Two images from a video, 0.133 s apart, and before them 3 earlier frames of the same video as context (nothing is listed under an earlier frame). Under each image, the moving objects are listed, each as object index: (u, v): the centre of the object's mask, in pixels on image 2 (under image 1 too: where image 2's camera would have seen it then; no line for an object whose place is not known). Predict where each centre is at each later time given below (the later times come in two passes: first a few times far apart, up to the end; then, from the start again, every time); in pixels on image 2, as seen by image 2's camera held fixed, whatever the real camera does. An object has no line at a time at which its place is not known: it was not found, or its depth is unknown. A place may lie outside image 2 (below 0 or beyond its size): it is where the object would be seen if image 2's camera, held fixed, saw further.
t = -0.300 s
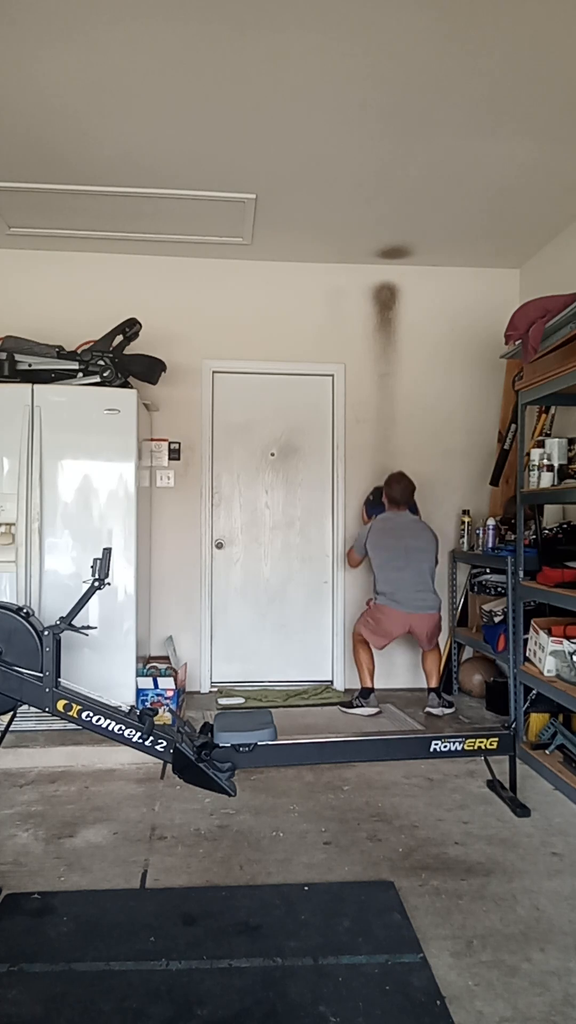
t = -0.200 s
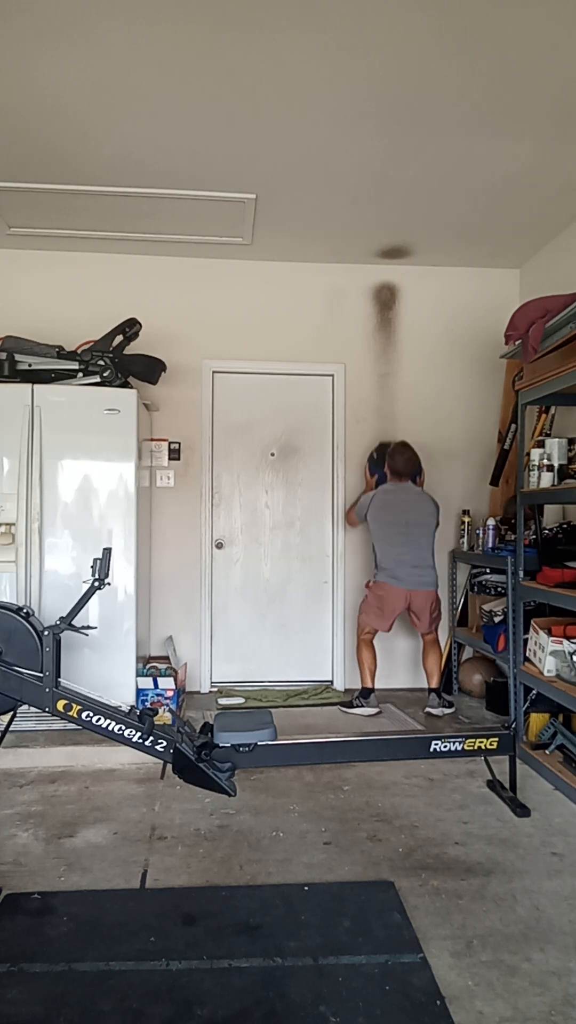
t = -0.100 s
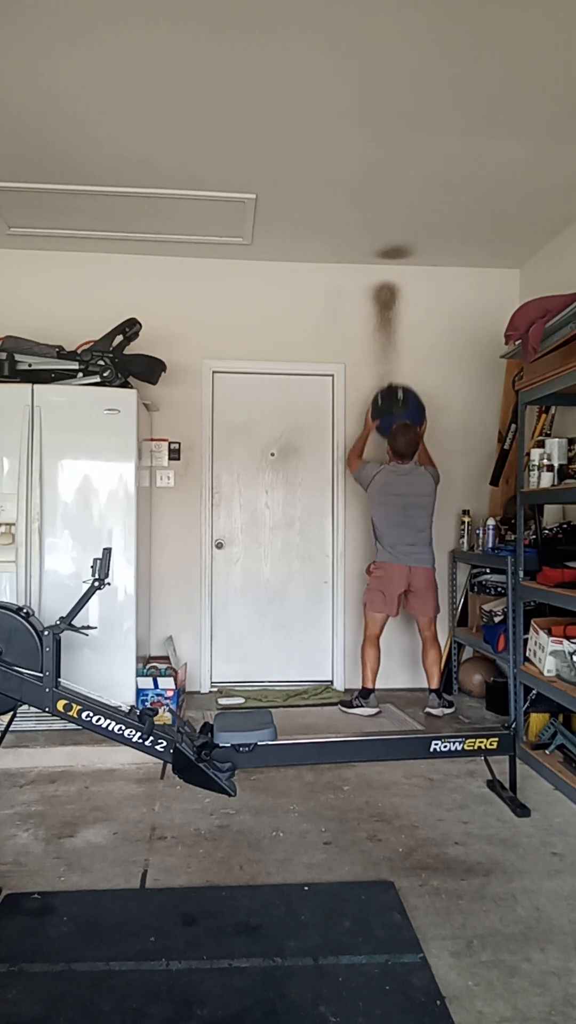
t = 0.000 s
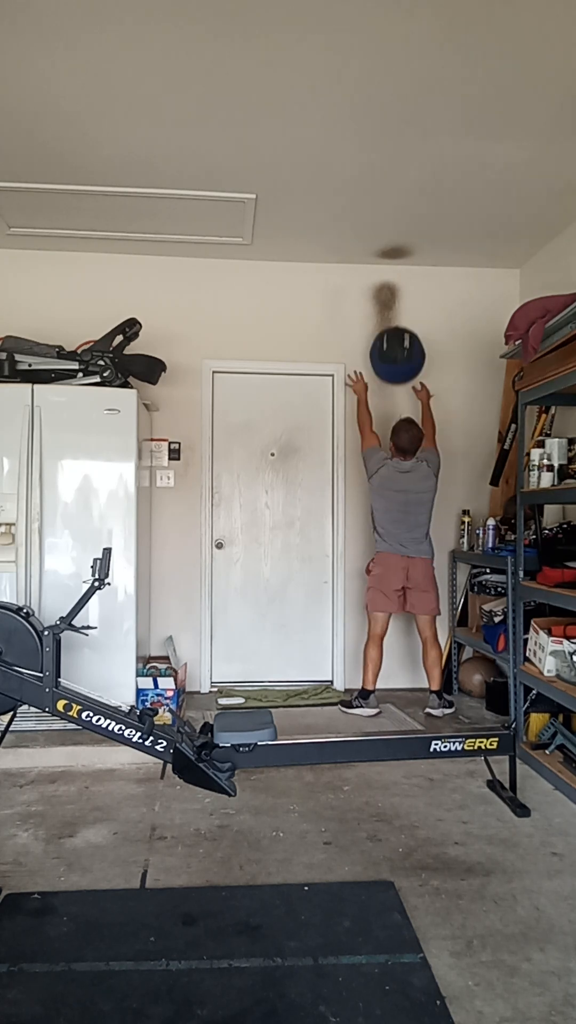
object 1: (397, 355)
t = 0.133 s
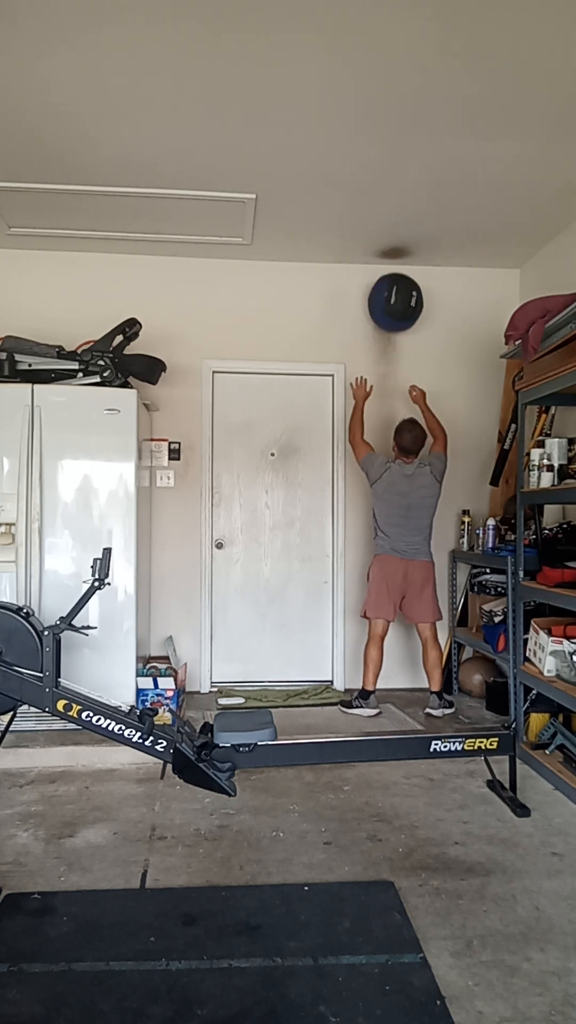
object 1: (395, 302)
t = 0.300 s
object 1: (393, 280)
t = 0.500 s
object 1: (394, 321)
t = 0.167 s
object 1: (395, 294)
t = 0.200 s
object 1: (394, 287)
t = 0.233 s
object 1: (394, 281)
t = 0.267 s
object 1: (393, 279)
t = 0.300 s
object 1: (393, 280)
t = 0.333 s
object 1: (392, 285)
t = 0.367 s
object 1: (392, 290)
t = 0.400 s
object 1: (392, 296)
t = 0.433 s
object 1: (393, 302)
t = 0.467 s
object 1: (393, 311)
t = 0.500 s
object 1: (394, 321)
